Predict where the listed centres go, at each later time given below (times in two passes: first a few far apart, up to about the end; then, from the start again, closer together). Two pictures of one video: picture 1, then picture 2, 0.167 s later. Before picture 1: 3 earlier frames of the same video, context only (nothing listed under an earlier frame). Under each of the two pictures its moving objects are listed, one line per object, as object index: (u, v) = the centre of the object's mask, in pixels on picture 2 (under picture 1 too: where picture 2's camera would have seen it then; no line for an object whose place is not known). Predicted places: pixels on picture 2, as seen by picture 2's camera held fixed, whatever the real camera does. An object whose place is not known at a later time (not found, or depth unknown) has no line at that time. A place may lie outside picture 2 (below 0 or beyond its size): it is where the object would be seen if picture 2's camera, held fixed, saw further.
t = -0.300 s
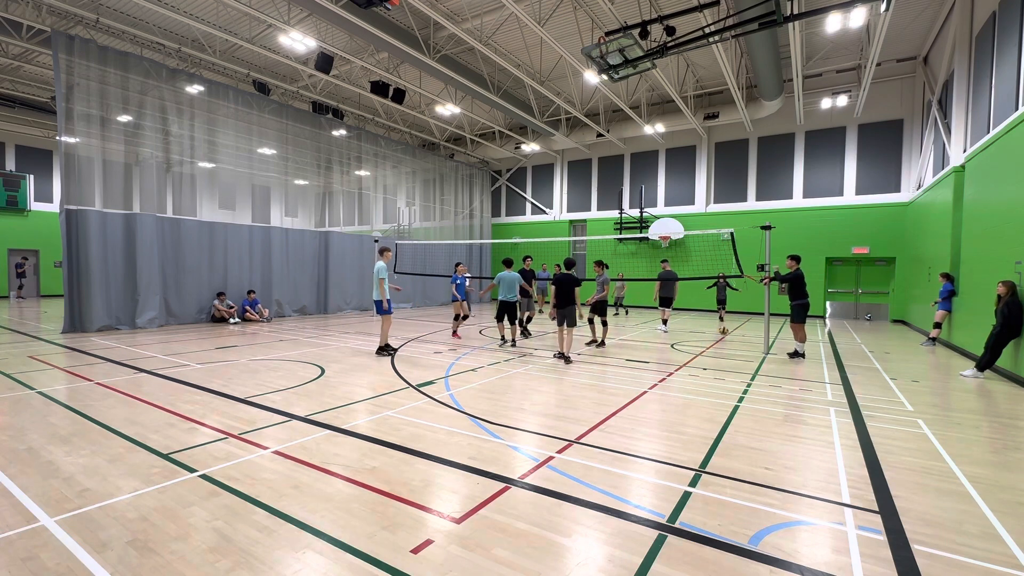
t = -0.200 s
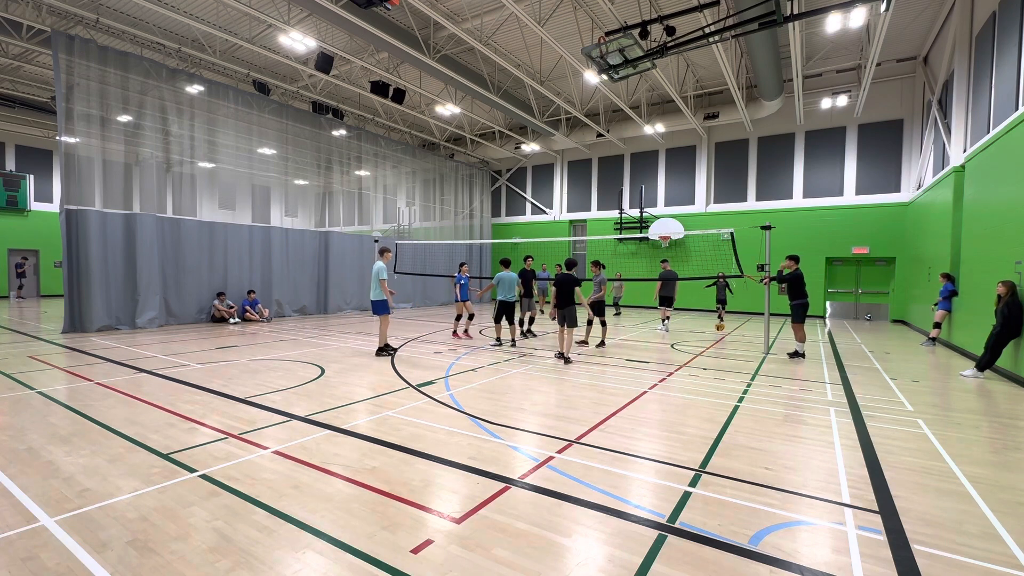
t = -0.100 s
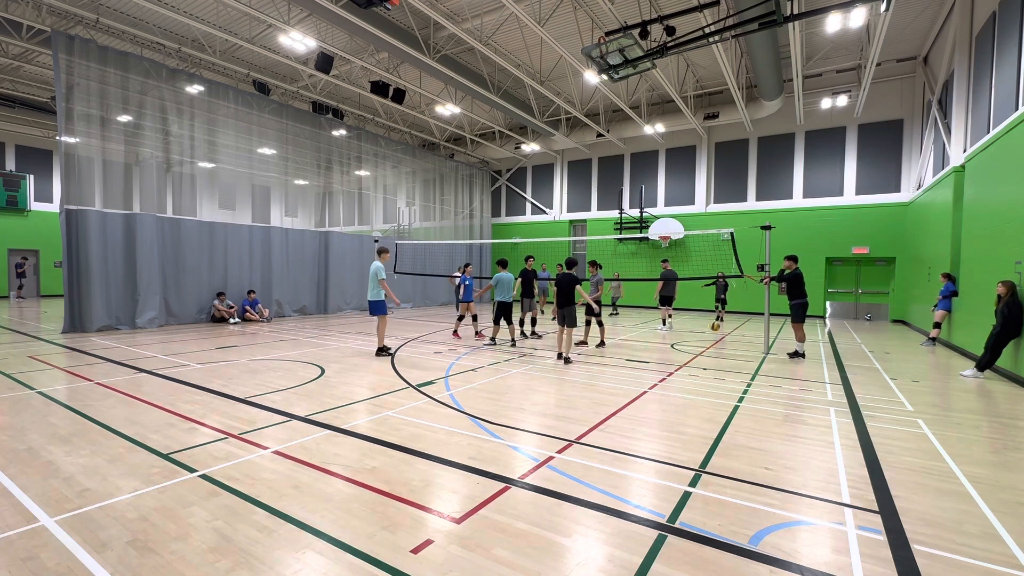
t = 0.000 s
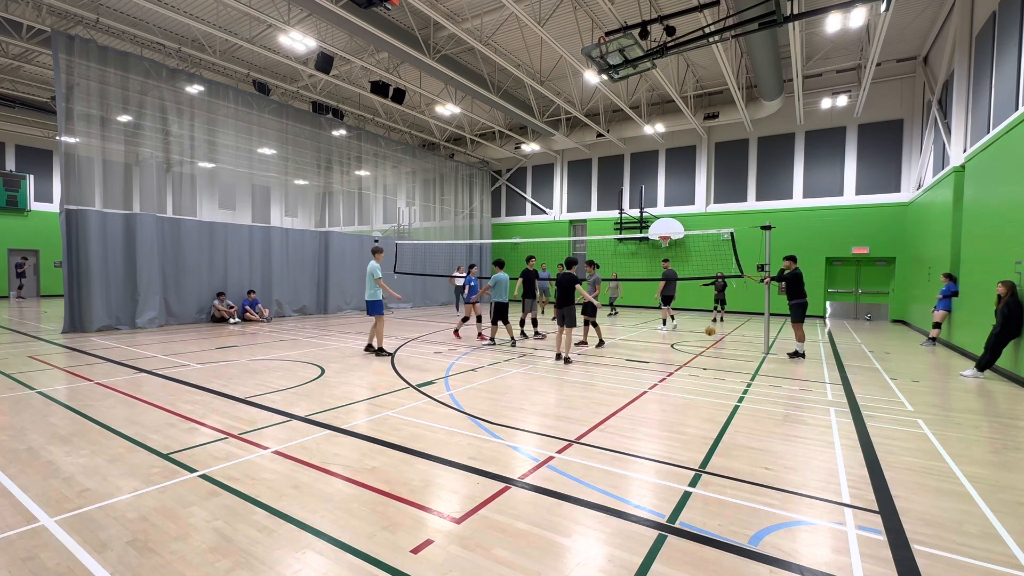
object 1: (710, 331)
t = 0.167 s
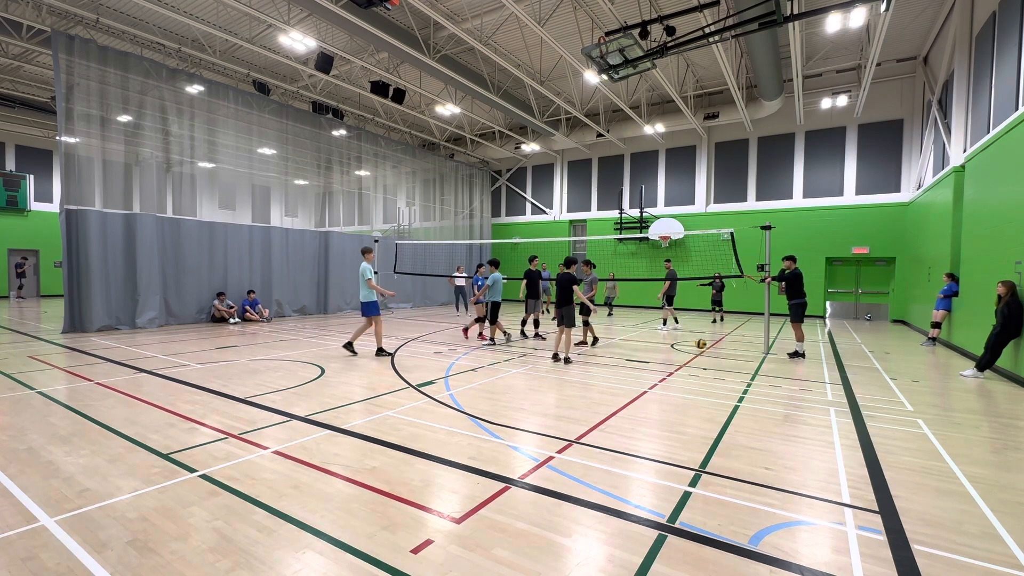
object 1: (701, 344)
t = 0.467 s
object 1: (681, 350)
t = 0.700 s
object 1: (662, 357)
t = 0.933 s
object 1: (640, 370)
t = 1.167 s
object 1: (610, 384)
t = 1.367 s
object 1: (578, 401)
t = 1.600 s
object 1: (531, 423)
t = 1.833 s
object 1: (465, 454)
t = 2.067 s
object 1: (369, 497)
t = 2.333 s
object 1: (190, 565)
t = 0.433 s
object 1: (684, 347)
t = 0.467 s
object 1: (681, 350)
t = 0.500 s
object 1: (679, 355)
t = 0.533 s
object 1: (676, 357)
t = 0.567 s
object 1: (673, 355)
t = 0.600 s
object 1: (671, 355)
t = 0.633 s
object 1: (668, 355)
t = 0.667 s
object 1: (666, 356)
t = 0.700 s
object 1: (662, 357)
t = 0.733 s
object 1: (660, 359)
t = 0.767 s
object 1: (656, 363)
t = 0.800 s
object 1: (653, 367)
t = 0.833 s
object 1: (650, 369)
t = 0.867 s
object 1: (646, 369)
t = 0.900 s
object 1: (643, 370)
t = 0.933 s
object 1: (640, 370)
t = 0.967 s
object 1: (636, 372)
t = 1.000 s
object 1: (632, 375)
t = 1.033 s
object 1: (628, 379)
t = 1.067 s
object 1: (624, 382)
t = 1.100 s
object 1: (619, 381)
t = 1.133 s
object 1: (615, 382)
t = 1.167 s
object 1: (610, 384)
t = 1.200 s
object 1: (605, 387)
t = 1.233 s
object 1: (600, 391)
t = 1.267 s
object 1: (595, 395)
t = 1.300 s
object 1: (589, 396)
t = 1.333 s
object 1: (584, 398)
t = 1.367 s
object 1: (578, 401)
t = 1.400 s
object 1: (572, 405)
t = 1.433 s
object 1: (566, 408)
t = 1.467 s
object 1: (560, 410)
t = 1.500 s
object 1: (553, 414)
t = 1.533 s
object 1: (546, 417)
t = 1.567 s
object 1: (538, 419)
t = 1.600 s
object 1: (531, 423)
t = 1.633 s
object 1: (523, 428)
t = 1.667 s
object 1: (514, 432)
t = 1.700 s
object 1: (505, 436)
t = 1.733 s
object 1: (496, 439)
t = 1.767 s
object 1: (487, 445)
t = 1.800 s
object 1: (476, 449)
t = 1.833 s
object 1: (465, 454)
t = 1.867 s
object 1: (453, 459)
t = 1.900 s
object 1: (441, 464)
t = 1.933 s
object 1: (429, 471)
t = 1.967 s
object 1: (415, 476)
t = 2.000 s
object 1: (401, 483)
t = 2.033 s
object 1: (386, 490)
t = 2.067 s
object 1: (369, 497)
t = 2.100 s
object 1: (352, 505)
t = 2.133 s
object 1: (333, 513)
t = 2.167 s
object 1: (313, 523)
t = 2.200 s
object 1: (292, 531)
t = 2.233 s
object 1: (268, 544)
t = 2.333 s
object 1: (190, 565)
